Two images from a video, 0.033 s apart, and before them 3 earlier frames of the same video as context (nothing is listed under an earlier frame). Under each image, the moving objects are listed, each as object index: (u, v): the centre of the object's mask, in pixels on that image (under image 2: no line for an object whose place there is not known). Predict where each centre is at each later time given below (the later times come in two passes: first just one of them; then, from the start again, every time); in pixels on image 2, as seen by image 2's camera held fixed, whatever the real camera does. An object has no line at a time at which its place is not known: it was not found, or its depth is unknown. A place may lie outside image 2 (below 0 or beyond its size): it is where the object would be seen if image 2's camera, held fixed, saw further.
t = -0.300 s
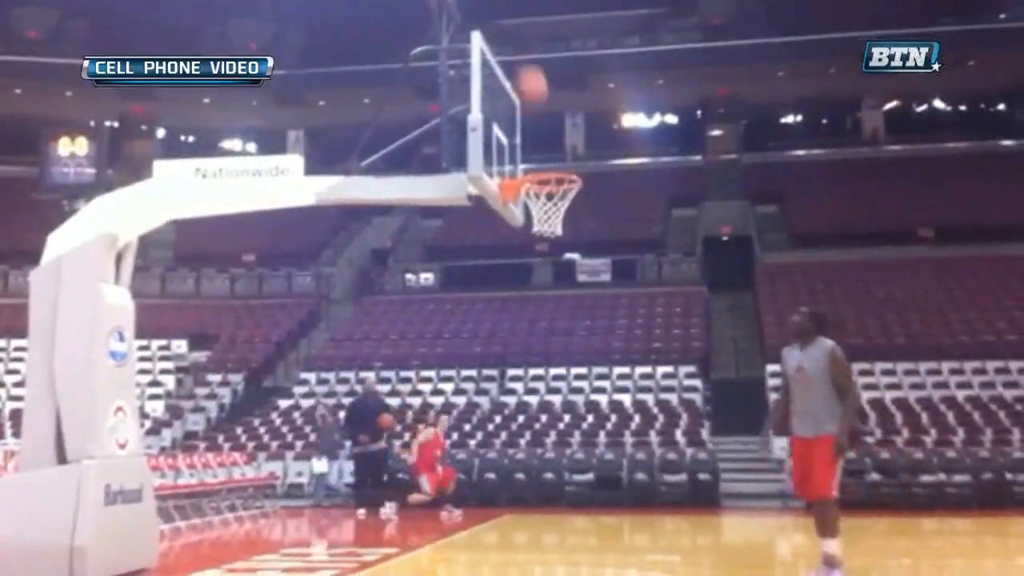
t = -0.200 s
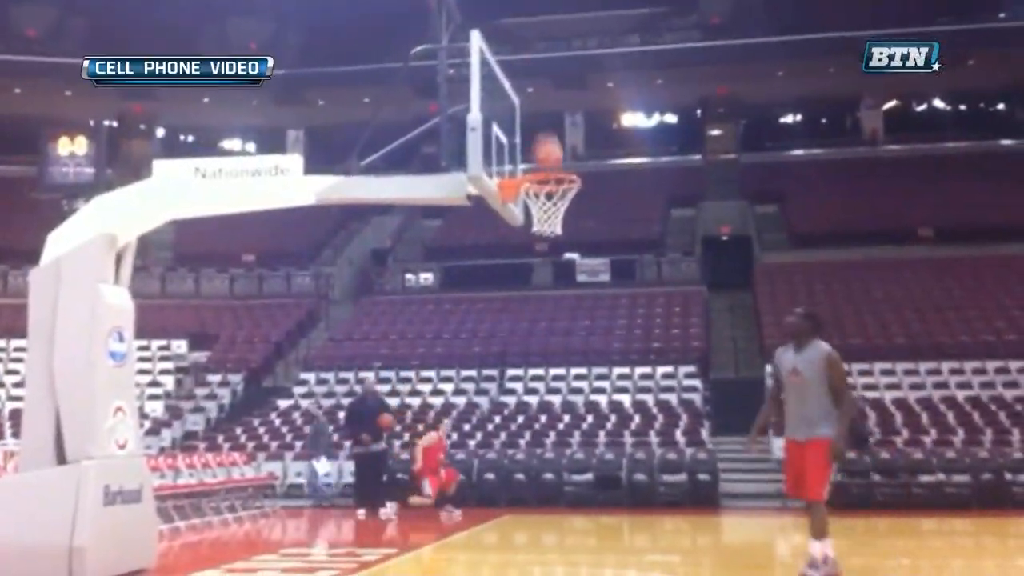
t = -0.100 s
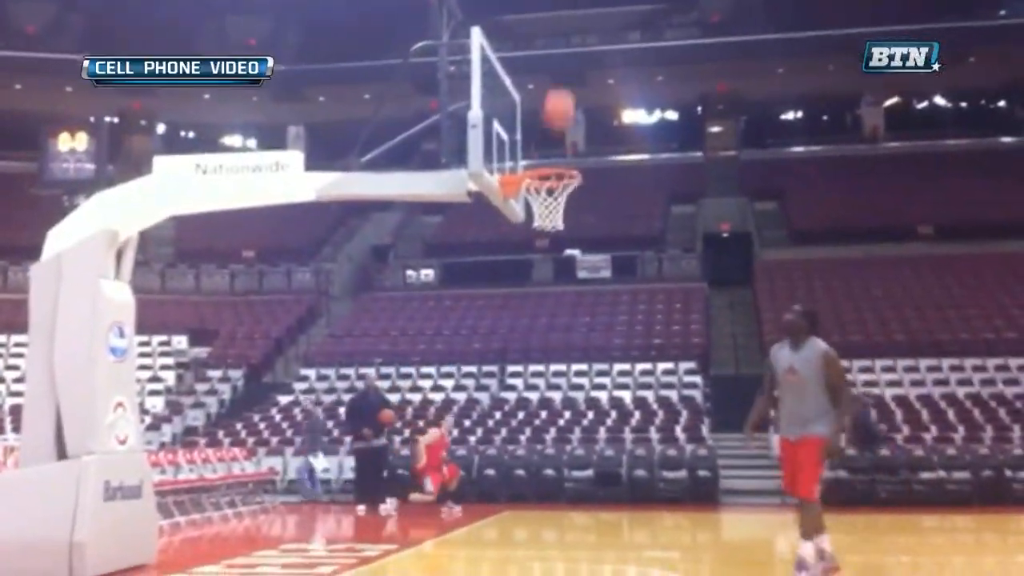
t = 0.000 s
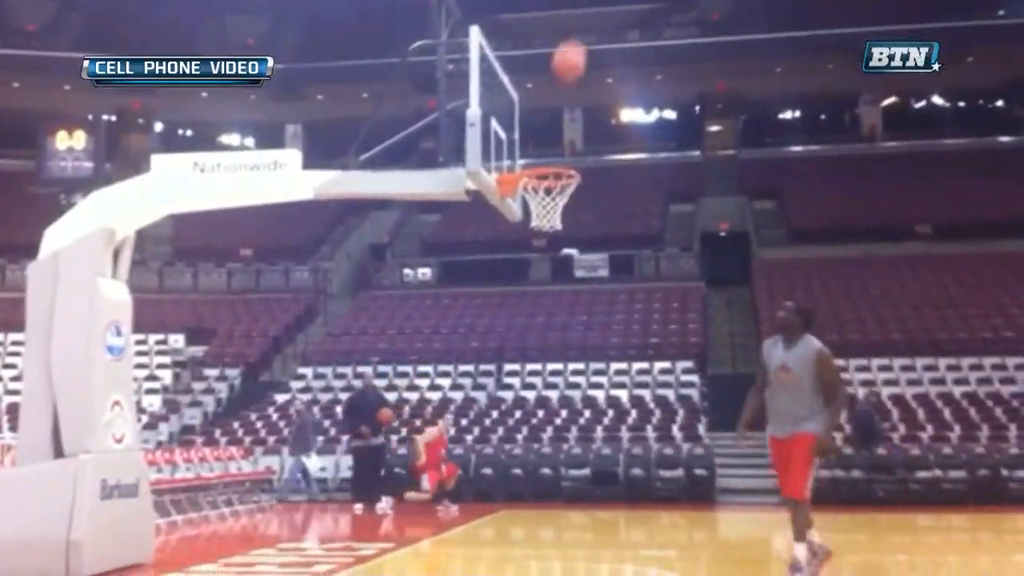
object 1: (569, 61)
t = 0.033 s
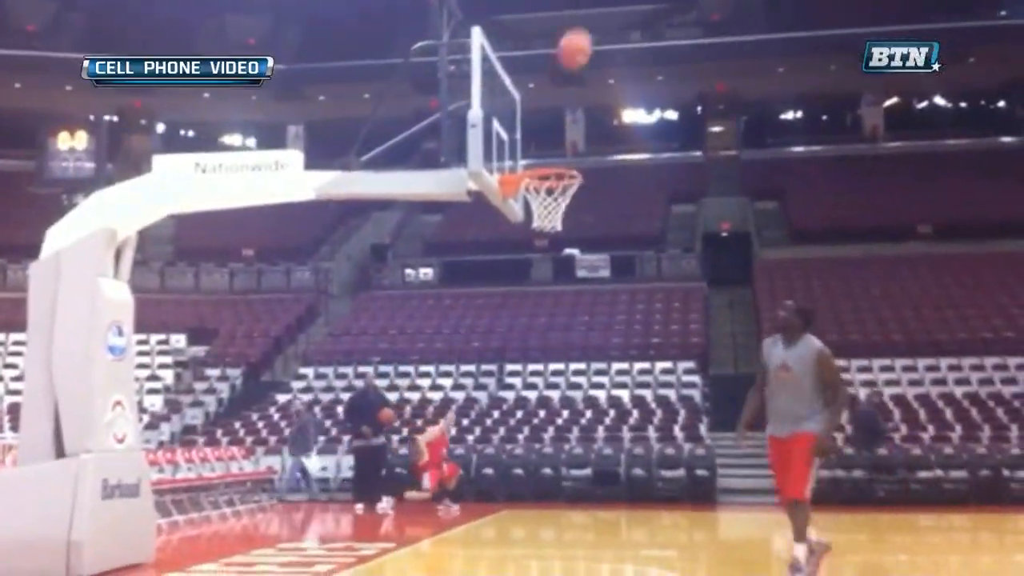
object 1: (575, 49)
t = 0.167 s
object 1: (591, 13)
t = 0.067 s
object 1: (578, 38)
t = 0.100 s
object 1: (581, 26)
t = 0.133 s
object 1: (585, 18)
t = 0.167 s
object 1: (591, 13)
